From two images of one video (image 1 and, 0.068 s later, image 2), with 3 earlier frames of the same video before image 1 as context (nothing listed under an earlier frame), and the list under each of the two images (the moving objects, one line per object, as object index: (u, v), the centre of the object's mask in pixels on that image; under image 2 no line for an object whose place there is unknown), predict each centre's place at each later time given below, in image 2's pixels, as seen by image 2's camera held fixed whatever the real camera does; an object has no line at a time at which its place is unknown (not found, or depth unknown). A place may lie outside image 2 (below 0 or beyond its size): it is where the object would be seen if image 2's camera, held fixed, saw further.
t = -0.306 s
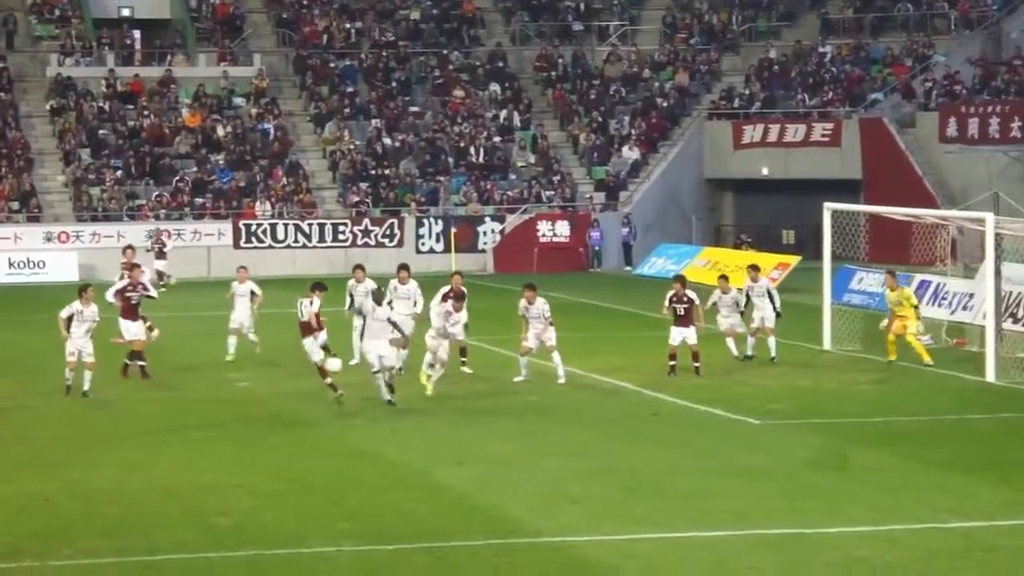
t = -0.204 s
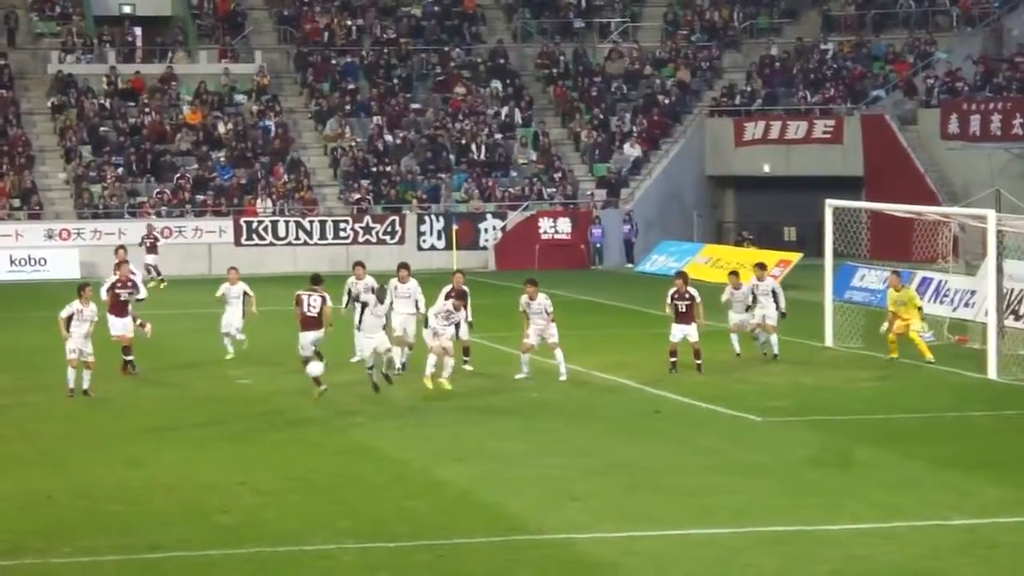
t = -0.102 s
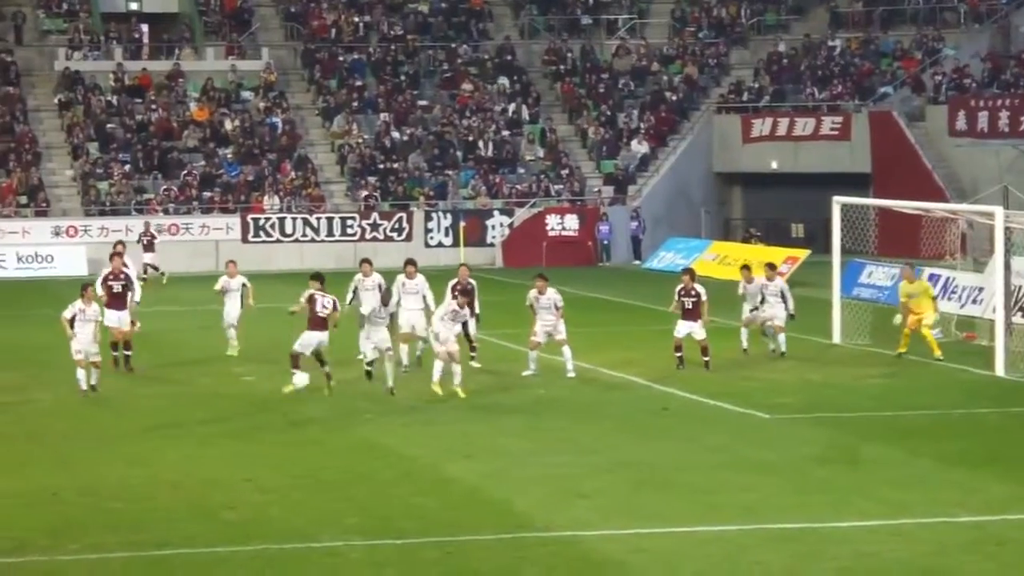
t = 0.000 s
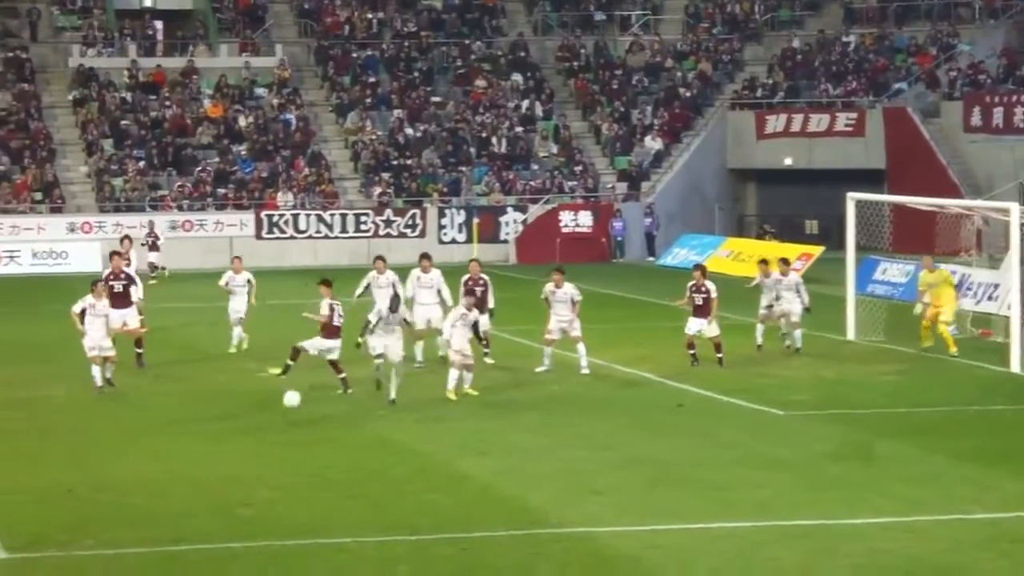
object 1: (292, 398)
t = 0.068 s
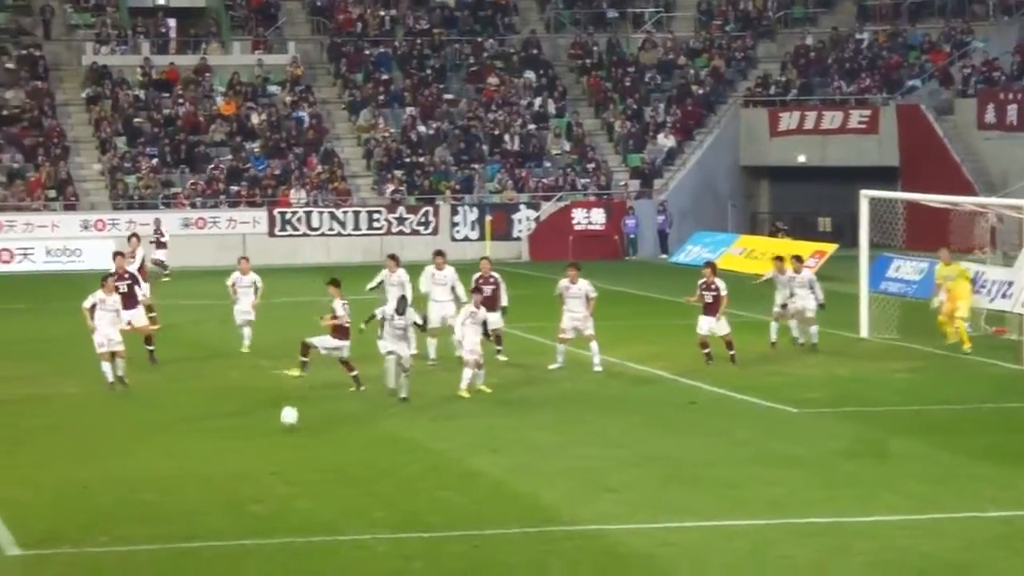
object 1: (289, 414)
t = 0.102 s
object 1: (281, 424)
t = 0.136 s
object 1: (273, 420)
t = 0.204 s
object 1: (259, 413)
